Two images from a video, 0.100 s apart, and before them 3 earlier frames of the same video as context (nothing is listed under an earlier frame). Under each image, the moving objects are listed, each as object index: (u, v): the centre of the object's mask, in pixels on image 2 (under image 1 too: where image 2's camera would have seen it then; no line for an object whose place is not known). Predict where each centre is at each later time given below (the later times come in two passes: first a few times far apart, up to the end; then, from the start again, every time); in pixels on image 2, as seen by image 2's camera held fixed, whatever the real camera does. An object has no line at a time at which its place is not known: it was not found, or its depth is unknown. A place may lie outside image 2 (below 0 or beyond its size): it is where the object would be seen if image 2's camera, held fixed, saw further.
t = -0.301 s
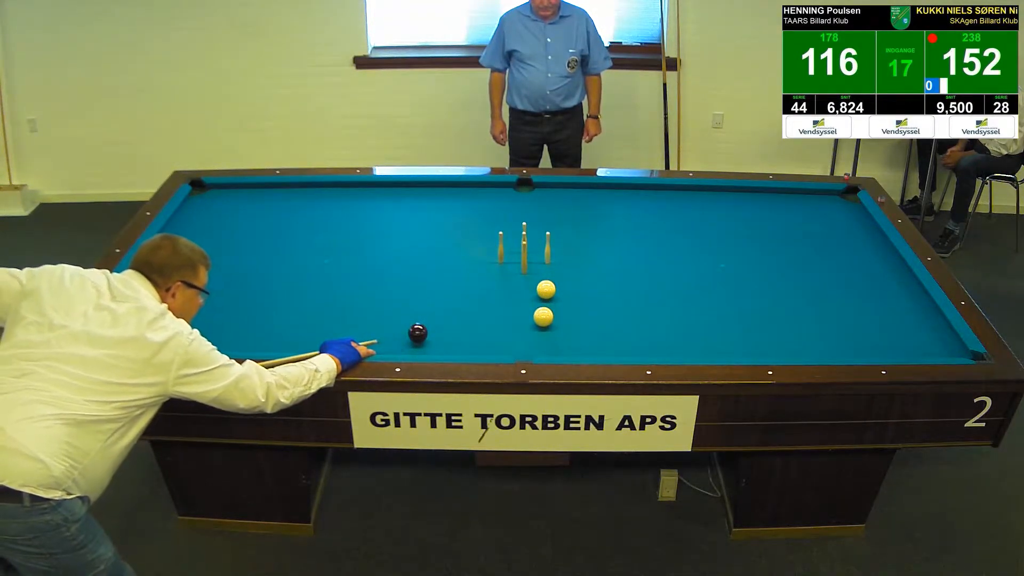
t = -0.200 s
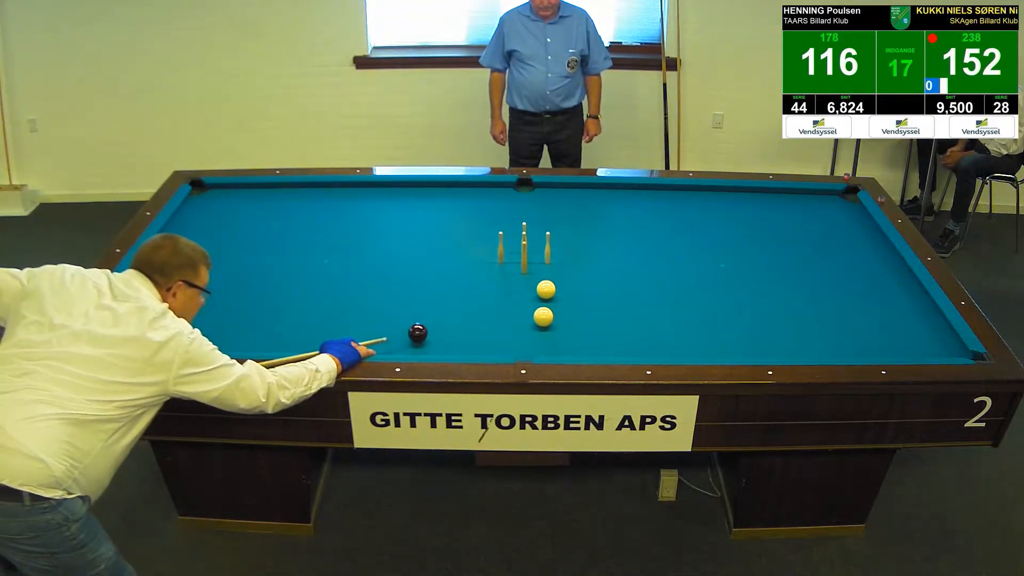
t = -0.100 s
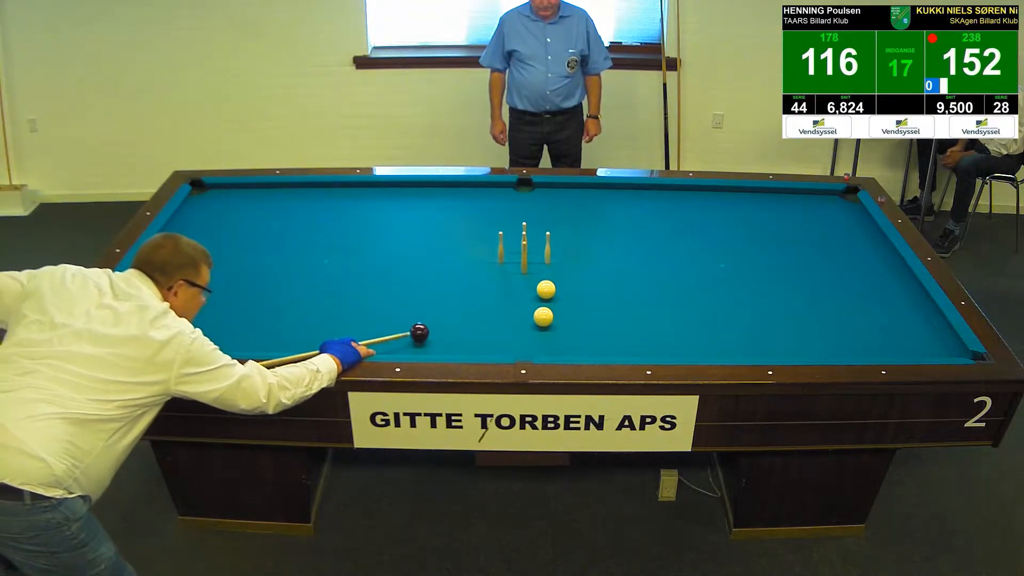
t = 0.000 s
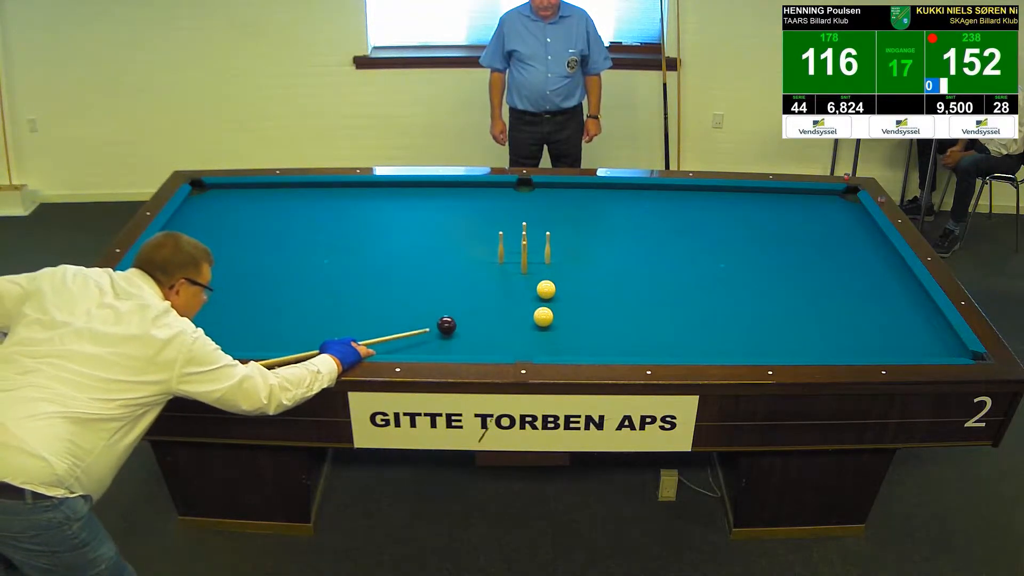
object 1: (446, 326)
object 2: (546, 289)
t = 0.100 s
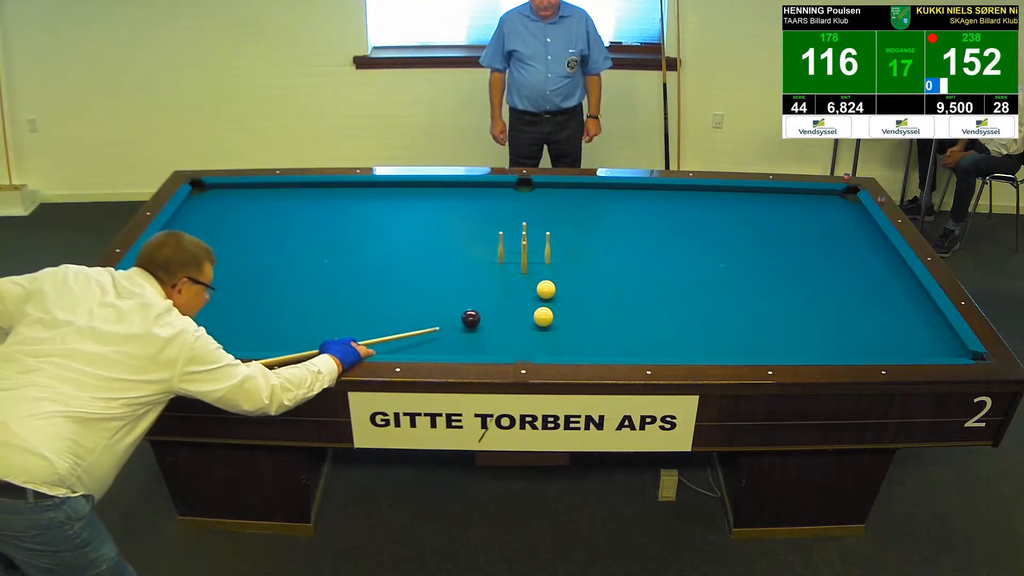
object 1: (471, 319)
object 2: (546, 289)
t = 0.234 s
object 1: (502, 311)
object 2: (546, 289)
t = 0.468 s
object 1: (554, 299)
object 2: (545, 286)
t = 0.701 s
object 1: (603, 296)
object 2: (546, 279)
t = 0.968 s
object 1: (657, 292)
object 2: (547, 271)
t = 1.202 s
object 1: (701, 289)
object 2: (547, 265)
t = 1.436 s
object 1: (744, 287)
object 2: (547, 259)
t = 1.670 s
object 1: (785, 283)
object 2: (547, 254)
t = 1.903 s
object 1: (822, 281)
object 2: (548, 250)
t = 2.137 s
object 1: (859, 279)
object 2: (548, 247)
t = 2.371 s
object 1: (892, 277)
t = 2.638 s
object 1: (893, 274)
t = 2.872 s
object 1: (871, 273)
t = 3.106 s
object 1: (850, 272)
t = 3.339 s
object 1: (829, 271)
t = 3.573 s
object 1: (808, 270)
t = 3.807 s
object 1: (789, 270)
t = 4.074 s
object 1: (767, 268)
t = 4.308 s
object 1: (748, 268)
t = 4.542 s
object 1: (730, 267)
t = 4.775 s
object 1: (712, 266)
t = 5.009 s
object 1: (696, 265)
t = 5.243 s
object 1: (679, 265)
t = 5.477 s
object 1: (664, 264)
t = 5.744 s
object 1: (647, 263)
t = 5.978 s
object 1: (633, 263)
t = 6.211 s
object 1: (620, 262)
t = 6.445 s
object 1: (608, 262)
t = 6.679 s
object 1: (596, 262)
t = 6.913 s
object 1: (586, 262)
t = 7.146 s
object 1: (576, 261)
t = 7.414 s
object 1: (565, 261)
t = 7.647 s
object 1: (556, 261)
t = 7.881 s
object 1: (549, 260)
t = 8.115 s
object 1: (541, 260)
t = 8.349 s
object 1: (535, 260)
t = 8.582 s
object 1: (531, 260)
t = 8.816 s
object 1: (526, 259)
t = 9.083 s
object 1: (520, 260)
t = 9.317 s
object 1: (516, 260)
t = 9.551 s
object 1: (515, 260)
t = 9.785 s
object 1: (515, 260)
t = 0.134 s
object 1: (479, 317)
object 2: (546, 289)
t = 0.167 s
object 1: (486, 315)
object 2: (546, 289)
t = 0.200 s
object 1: (494, 313)
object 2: (546, 289)
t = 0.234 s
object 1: (502, 311)
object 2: (546, 289)
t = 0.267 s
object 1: (510, 309)
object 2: (546, 289)
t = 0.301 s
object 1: (517, 307)
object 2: (546, 289)
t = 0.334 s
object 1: (524, 305)
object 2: (546, 289)
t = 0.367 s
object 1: (532, 303)
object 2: (546, 289)
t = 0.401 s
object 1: (539, 300)
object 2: (547, 288)
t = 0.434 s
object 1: (547, 299)
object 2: (545, 286)
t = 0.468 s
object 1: (554, 299)
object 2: (545, 286)
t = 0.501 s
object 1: (561, 299)
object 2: (546, 286)
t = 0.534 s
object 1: (568, 298)
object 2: (546, 285)
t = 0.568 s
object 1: (575, 297)
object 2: (546, 284)
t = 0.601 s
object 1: (582, 297)
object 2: (546, 283)
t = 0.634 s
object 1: (589, 296)
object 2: (546, 282)
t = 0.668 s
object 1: (596, 296)
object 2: (546, 281)
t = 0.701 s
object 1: (603, 296)
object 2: (546, 279)
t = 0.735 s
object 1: (610, 295)
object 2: (546, 279)
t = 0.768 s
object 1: (617, 295)
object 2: (546, 278)
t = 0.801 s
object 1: (623, 294)
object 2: (546, 276)
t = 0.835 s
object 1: (630, 294)
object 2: (547, 276)
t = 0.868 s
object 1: (637, 294)
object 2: (547, 274)
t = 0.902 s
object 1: (643, 293)
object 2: (546, 273)
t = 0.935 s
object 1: (650, 293)
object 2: (547, 272)
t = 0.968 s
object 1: (657, 292)
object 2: (547, 271)
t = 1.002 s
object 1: (663, 292)
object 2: (547, 271)
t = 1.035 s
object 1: (670, 291)
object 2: (547, 270)
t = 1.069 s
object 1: (676, 291)
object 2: (547, 268)
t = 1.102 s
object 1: (682, 290)
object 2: (547, 267)
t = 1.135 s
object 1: (689, 290)
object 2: (547, 267)
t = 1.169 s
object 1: (695, 290)
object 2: (547, 265)
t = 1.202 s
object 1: (701, 289)
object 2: (547, 265)
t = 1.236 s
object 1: (708, 289)
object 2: (547, 264)
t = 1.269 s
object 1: (714, 288)
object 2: (547, 263)
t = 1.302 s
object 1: (720, 288)
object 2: (547, 262)
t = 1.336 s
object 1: (726, 288)
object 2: (547, 261)
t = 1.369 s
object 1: (732, 287)
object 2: (547, 260)
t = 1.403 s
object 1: (738, 287)
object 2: (547, 259)
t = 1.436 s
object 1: (744, 287)
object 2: (547, 259)
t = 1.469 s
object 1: (750, 286)
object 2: (547, 258)
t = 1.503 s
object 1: (756, 286)
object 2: (547, 257)
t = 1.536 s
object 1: (762, 285)
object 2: (547, 256)
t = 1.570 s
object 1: (767, 285)
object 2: (547, 256)
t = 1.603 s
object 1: (773, 284)
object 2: (547, 255)
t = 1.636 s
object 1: (779, 284)
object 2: (547, 255)
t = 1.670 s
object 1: (785, 283)
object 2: (547, 254)
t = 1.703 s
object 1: (790, 283)
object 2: (547, 254)
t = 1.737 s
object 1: (796, 283)
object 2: (548, 253)
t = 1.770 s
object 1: (801, 282)
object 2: (547, 252)
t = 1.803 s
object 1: (807, 282)
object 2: (548, 252)
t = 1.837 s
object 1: (812, 282)
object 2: (548, 251)
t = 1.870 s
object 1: (817, 282)
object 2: (548, 251)
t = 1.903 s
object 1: (822, 281)
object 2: (548, 250)
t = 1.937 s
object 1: (828, 281)
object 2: (548, 250)
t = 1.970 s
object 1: (833, 280)
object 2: (548, 249)
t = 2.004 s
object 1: (838, 280)
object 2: (548, 249)
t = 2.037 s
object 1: (843, 280)
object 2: (548, 248)
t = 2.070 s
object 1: (849, 279)
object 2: (548, 248)
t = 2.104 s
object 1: (853, 279)
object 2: (548, 248)
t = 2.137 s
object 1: (859, 279)
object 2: (548, 247)
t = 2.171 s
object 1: (863, 278)
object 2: (548, 247)
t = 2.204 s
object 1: (868, 278)
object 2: (548, 247)
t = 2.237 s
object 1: (873, 278)
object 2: (548, 246)
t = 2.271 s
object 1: (878, 277)
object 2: (548, 246)
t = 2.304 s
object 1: (883, 277)
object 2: (548, 246)
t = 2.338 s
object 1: (888, 277)
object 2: (548, 246)
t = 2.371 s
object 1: (892, 277)
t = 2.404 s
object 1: (897, 276)
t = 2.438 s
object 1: (902, 276)
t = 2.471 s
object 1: (907, 275)
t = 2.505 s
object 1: (906, 275)
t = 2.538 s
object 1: (902, 275)
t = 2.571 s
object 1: (899, 275)
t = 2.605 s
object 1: (896, 275)
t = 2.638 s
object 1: (893, 274)
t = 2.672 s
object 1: (889, 274)
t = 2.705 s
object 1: (886, 274)
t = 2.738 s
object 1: (883, 274)
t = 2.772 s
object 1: (880, 274)
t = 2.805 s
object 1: (877, 273)
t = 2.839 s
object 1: (874, 273)
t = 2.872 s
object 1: (871, 273)
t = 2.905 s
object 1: (868, 273)
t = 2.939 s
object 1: (865, 273)
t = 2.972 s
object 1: (862, 273)
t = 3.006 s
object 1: (859, 273)
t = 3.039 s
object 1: (856, 273)
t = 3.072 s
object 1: (853, 272)
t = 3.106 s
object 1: (850, 272)
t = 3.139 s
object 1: (847, 272)
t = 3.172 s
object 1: (844, 272)
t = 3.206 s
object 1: (841, 272)
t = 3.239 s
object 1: (838, 272)
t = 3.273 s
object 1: (835, 272)
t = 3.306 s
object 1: (832, 271)
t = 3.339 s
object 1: (829, 271)
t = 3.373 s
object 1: (826, 271)
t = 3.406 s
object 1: (823, 271)
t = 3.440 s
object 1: (820, 271)
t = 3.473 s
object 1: (817, 271)
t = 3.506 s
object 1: (814, 271)
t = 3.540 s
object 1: (811, 271)
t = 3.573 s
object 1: (808, 270)
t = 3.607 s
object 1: (806, 270)
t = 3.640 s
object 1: (803, 270)
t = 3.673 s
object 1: (800, 270)
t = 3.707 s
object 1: (797, 270)
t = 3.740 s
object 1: (794, 270)
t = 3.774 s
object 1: (791, 270)
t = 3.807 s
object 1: (789, 270)
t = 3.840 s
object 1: (786, 270)
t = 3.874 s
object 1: (783, 269)
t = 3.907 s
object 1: (780, 269)
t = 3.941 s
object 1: (777, 269)
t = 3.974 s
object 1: (775, 269)
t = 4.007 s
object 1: (772, 269)
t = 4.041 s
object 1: (769, 269)
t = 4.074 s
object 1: (767, 268)
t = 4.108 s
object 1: (764, 268)
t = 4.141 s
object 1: (761, 268)
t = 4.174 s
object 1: (759, 268)
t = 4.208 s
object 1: (756, 268)
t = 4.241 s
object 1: (753, 268)
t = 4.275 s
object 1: (751, 268)
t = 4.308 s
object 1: (748, 268)
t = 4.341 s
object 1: (745, 268)
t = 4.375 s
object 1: (743, 267)
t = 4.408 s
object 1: (740, 267)
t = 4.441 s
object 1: (738, 267)
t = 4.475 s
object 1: (735, 267)
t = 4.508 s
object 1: (733, 267)
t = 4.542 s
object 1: (730, 267)
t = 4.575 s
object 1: (727, 267)
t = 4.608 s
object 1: (725, 267)
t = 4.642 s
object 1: (722, 267)
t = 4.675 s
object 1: (720, 266)
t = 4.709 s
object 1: (718, 266)
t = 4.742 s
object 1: (715, 266)
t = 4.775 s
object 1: (712, 266)
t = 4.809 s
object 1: (710, 266)
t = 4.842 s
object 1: (708, 266)
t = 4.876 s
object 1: (705, 266)
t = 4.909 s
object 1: (703, 266)
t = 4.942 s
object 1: (700, 265)
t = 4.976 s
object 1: (698, 265)
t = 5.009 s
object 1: (696, 265)
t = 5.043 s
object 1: (693, 265)
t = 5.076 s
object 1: (691, 265)
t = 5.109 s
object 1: (689, 265)
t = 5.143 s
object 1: (686, 265)
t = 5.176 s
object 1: (684, 265)
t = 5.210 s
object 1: (682, 265)
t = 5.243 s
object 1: (679, 265)
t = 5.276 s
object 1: (677, 265)
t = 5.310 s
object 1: (675, 265)
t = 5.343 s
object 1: (673, 265)
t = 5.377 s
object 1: (670, 264)
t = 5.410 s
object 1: (668, 264)
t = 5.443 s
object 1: (666, 264)
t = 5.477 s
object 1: (664, 264)
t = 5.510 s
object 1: (662, 264)
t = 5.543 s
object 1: (659, 264)
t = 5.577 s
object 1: (657, 264)
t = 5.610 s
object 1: (655, 264)
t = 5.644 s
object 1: (653, 264)
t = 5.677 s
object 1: (651, 264)
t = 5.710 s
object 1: (649, 264)
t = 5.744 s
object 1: (647, 263)
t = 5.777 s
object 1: (645, 263)
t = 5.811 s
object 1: (643, 263)
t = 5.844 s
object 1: (641, 263)
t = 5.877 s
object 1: (639, 263)
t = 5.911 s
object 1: (637, 263)
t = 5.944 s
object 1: (635, 263)
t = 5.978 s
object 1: (633, 263)
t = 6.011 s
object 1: (631, 263)
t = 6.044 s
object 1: (629, 263)
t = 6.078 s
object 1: (627, 263)
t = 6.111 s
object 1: (626, 263)
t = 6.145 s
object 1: (624, 263)
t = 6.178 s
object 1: (622, 263)
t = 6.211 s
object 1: (620, 262)
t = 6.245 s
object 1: (619, 262)
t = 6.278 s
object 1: (617, 262)
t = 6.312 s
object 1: (615, 262)
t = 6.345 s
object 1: (613, 262)
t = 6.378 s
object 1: (611, 262)
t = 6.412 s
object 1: (610, 262)
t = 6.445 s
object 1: (608, 262)
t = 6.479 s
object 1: (606, 262)
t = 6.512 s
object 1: (605, 262)
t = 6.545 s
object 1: (603, 262)
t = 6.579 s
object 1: (601, 262)
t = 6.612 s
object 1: (600, 262)
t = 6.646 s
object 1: (598, 262)
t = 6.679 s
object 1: (596, 262)
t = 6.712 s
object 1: (595, 262)
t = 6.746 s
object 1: (593, 262)
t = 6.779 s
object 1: (592, 262)
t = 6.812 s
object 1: (590, 262)
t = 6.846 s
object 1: (589, 262)
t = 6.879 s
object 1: (587, 262)
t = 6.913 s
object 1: (586, 262)
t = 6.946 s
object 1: (584, 261)
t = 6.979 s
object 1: (583, 261)
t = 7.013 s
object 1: (581, 261)
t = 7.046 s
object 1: (580, 261)
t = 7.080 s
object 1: (579, 261)
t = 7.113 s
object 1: (577, 261)
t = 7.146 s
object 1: (576, 261)
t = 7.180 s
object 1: (574, 261)
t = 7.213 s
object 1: (573, 261)
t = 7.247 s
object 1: (571, 261)
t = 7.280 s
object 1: (570, 261)
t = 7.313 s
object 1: (569, 261)
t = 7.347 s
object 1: (568, 261)
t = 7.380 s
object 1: (567, 261)
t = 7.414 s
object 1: (565, 261)
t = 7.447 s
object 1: (564, 261)
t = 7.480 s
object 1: (563, 261)
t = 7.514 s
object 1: (561, 261)
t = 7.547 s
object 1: (560, 261)
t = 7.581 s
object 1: (559, 261)
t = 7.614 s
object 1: (558, 261)
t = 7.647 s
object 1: (556, 261)
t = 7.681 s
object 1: (555, 261)
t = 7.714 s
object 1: (554, 260)
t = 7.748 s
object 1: (553, 261)
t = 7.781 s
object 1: (552, 261)
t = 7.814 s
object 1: (551, 261)
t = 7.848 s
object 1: (550, 260)
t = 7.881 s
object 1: (549, 260)
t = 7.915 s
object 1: (547, 260)
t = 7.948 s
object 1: (546, 260)
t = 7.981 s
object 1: (545, 260)
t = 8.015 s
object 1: (544, 261)
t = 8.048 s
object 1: (543, 261)
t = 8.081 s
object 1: (542, 260)
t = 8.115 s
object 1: (541, 260)
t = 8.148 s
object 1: (540, 260)
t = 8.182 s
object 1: (539, 260)
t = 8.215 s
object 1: (539, 260)
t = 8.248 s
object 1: (538, 260)
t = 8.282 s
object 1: (537, 260)
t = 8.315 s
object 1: (536, 260)
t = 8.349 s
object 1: (535, 260)
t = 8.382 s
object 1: (535, 260)
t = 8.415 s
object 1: (534, 260)
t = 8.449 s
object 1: (534, 260)
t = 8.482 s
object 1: (533, 260)
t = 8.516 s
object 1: (532, 260)
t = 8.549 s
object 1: (532, 260)
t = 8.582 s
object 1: (531, 260)
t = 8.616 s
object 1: (531, 260)
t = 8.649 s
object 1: (531, 260)
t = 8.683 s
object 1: (530, 260)
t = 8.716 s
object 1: (530, 260)
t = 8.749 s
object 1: (530, 260)
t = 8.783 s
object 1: (527, 259)
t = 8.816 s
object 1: (526, 259)
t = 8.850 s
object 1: (526, 260)
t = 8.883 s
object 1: (526, 259)
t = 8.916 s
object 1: (529, 260)
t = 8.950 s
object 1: (518, 259)
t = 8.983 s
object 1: (521, 259)
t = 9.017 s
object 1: (521, 260)
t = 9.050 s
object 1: (520, 260)
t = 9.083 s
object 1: (520, 260)
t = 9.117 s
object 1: (519, 259)
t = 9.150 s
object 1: (519, 260)
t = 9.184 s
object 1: (517, 260)
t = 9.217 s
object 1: (517, 260)
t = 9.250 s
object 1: (516, 260)
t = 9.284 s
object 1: (516, 260)
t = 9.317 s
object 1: (516, 260)
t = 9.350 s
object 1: (516, 260)
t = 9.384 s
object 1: (516, 260)
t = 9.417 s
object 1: (516, 260)
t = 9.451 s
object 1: (515, 260)
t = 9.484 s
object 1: (516, 260)
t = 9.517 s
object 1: (516, 260)
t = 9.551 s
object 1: (515, 260)
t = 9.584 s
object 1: (515, 260)
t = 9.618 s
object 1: (515, 260)
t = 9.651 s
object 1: (515, 260)
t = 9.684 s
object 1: (515, 260)
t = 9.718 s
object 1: (515, 260)
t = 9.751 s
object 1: (515, 260)
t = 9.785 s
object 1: (515, 260)
